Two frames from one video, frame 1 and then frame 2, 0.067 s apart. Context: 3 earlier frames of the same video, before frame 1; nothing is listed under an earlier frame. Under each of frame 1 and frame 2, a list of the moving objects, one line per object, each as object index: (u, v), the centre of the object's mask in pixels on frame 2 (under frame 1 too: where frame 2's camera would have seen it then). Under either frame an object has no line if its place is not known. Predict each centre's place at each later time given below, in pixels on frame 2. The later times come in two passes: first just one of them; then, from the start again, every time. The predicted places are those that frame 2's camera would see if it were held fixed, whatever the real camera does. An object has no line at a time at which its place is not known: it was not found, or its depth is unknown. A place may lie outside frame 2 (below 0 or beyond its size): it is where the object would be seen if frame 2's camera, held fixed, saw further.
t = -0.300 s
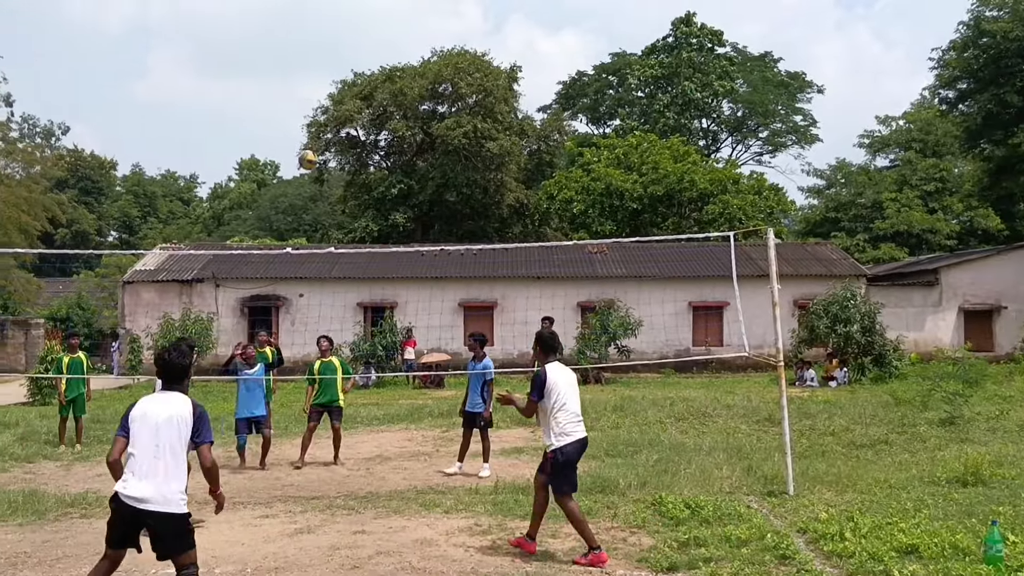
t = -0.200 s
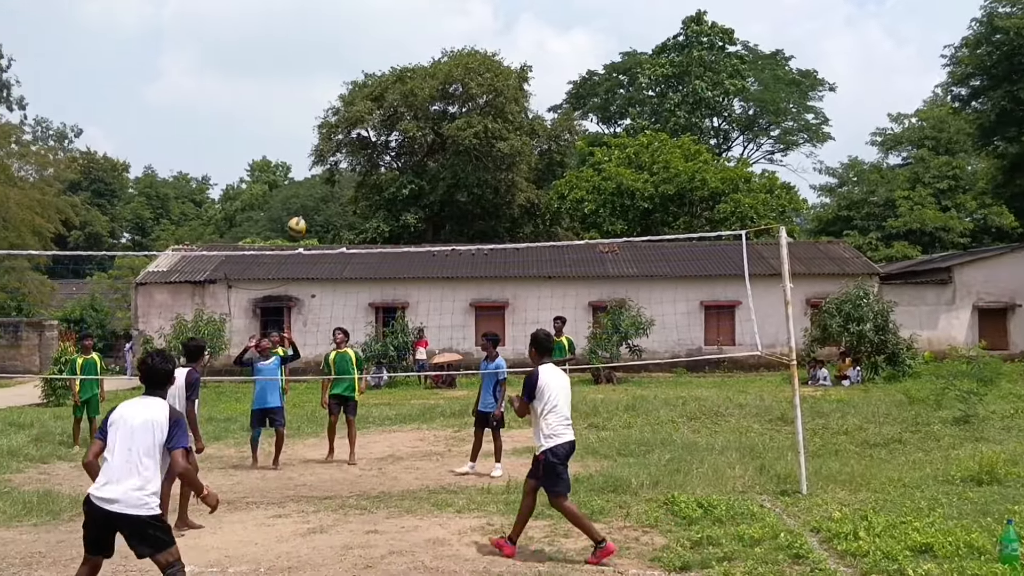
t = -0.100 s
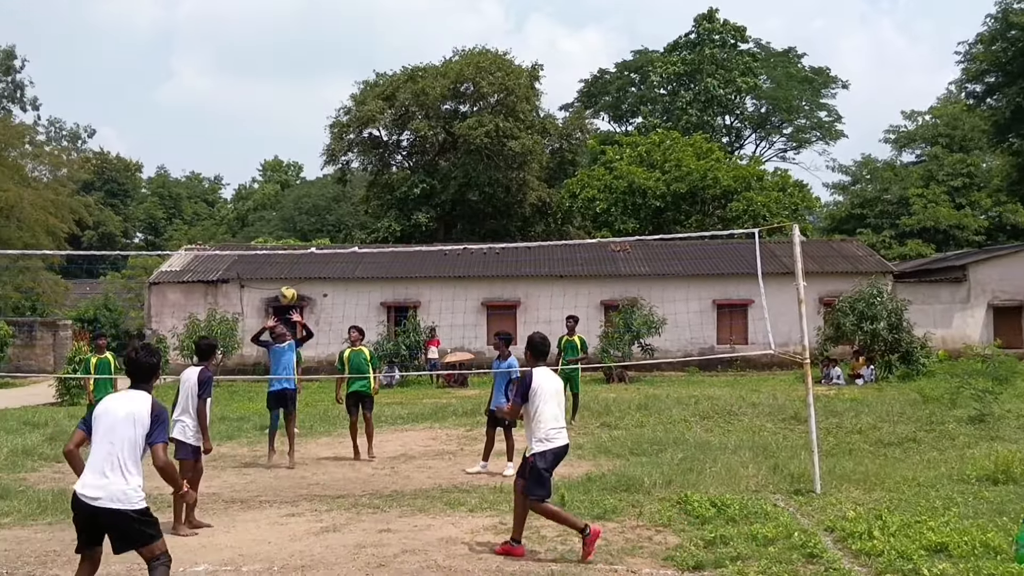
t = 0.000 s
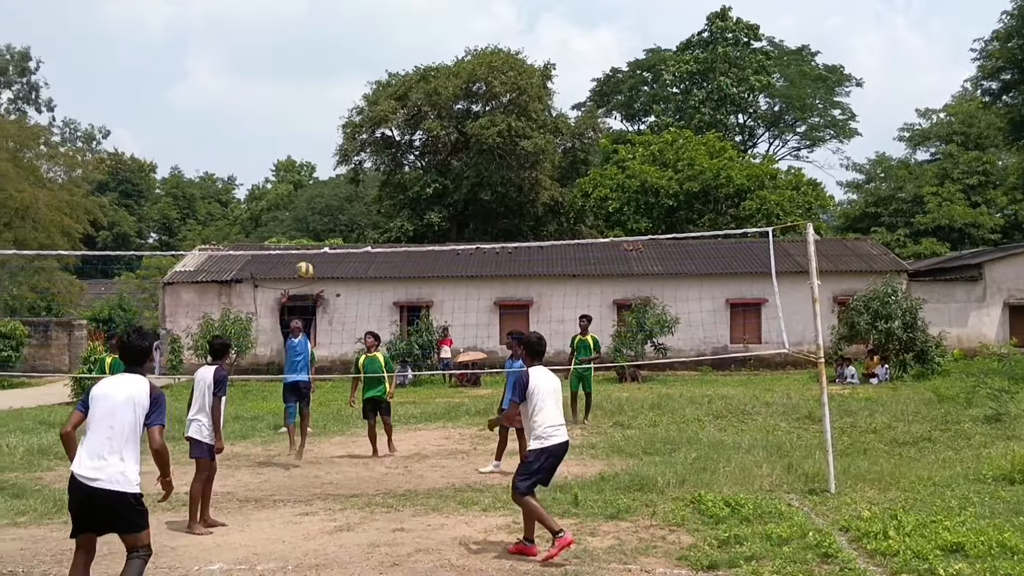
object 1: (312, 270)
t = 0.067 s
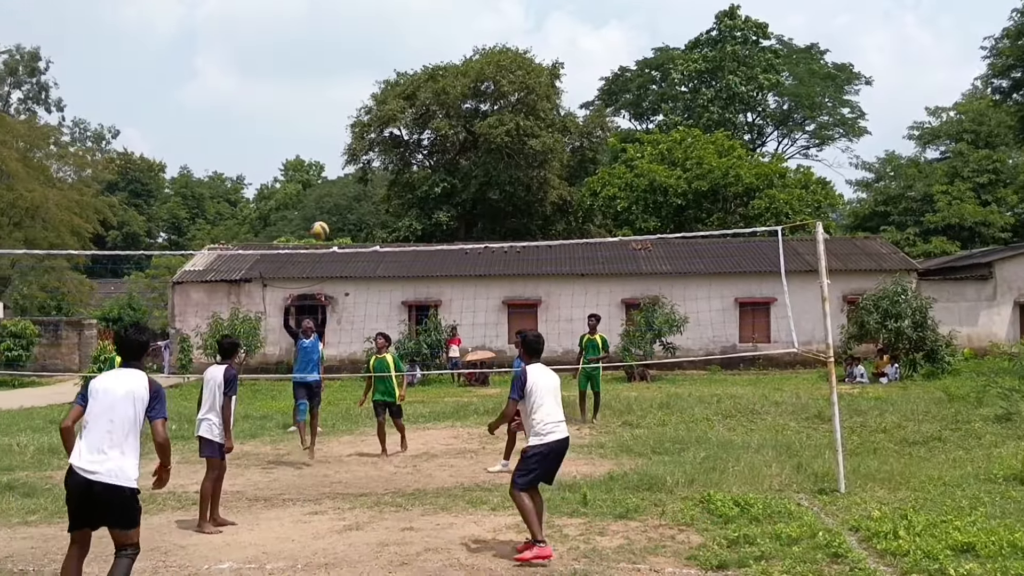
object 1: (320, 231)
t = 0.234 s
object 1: (339, 143)
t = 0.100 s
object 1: (323, 211)
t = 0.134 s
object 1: (328, 193)
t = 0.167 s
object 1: (331, 175)
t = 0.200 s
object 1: (335, 159)
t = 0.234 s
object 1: (339, 143)
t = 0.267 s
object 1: (342, 127)
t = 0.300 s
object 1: (346, 113)
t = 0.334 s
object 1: (350, 99)
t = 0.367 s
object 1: (354, 86)
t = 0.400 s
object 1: (358, 73)
